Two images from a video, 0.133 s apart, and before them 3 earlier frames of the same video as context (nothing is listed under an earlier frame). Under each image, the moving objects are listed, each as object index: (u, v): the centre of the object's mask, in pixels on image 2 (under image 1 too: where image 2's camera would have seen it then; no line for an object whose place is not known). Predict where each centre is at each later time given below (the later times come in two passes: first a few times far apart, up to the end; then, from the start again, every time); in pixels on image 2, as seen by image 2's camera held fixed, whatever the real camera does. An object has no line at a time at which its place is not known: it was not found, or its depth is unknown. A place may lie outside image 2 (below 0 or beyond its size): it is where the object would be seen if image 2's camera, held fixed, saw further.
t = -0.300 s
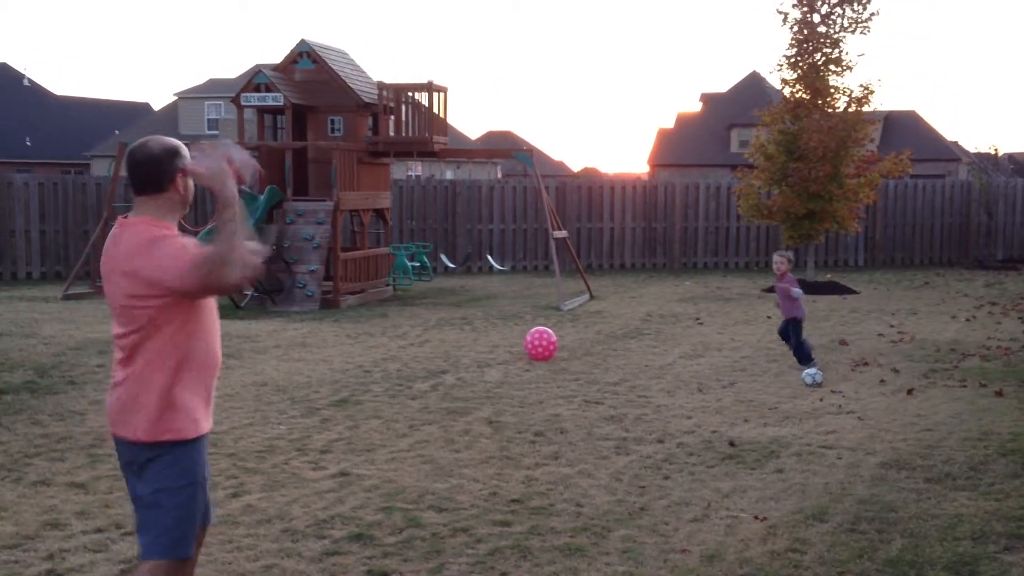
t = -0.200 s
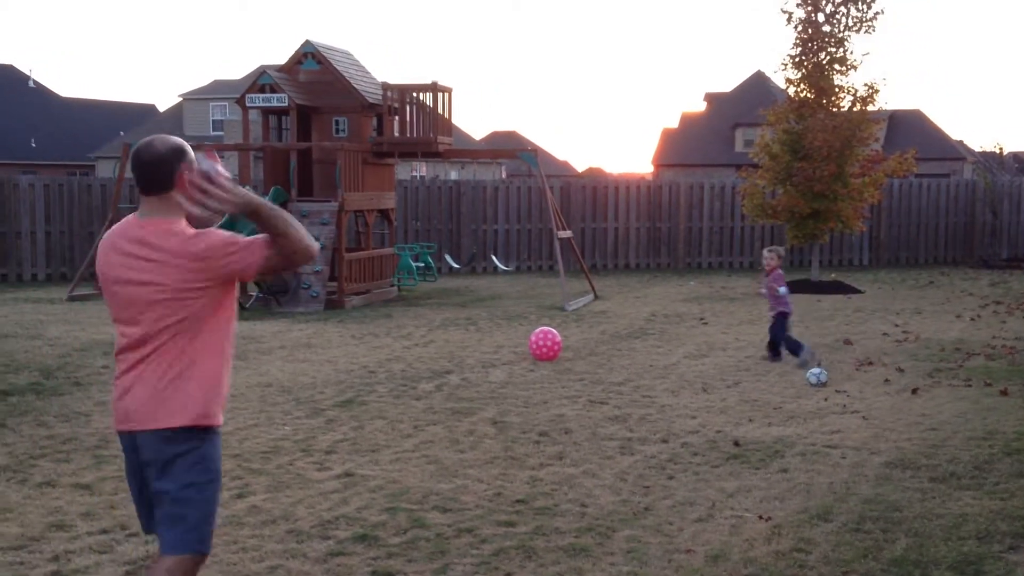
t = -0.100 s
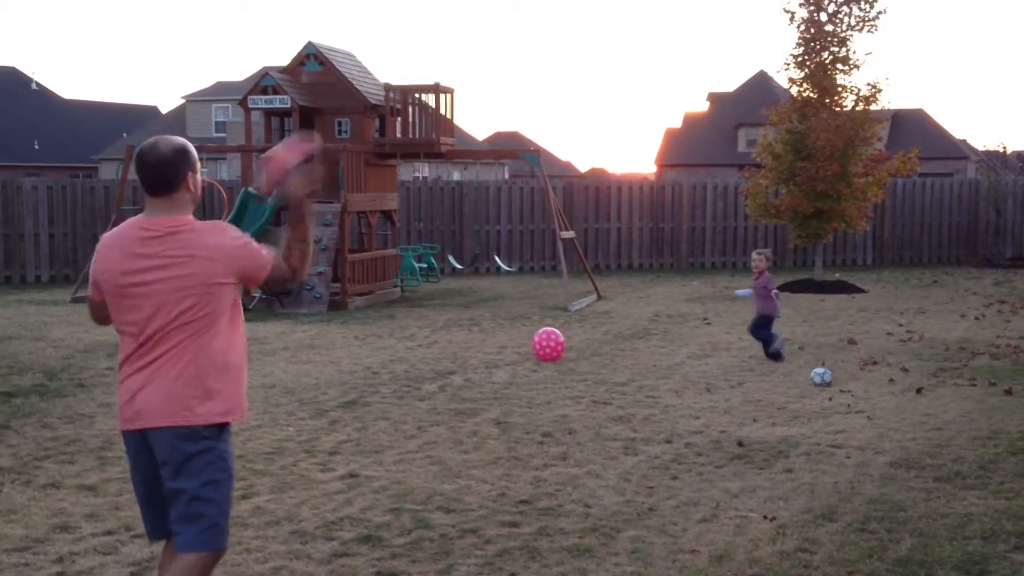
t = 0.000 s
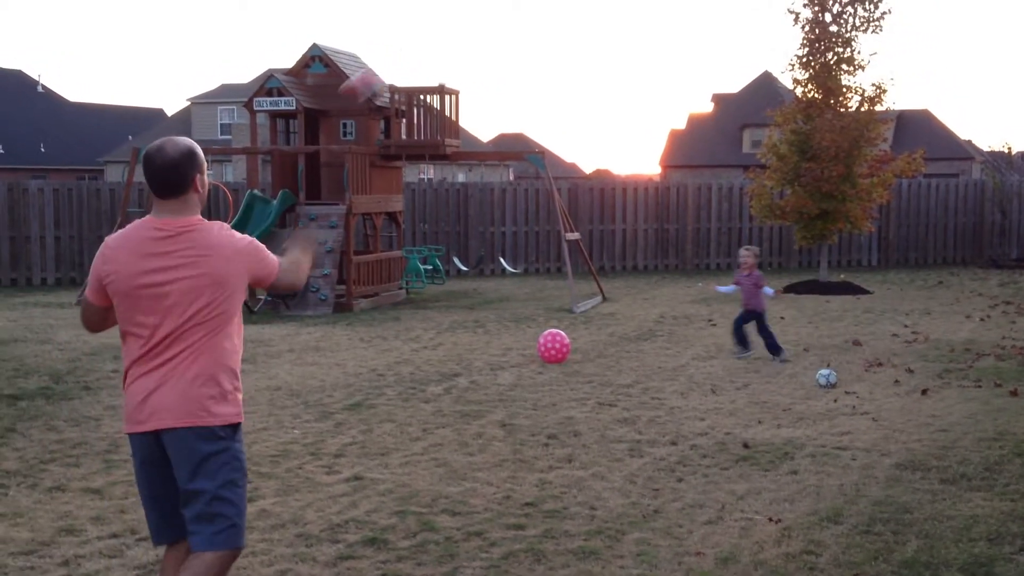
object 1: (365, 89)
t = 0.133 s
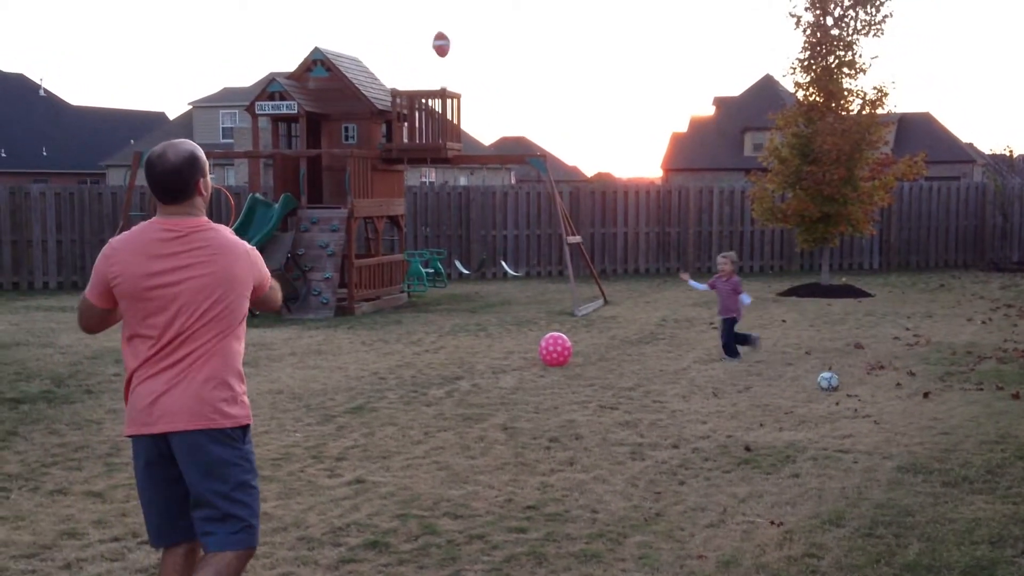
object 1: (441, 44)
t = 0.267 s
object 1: (488, 45)
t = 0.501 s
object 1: (539, 99)
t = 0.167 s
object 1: (454, 41)
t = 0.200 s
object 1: (466, 41)
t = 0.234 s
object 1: (477, 41)
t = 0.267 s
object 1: (488, 45)
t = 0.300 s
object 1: (498, 49)
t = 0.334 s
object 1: (507, 54)
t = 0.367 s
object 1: (515, 61)
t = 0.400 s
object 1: (522, 69)
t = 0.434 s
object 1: (529, 78)
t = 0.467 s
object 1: (534, 89)
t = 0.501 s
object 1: (539, 99)
